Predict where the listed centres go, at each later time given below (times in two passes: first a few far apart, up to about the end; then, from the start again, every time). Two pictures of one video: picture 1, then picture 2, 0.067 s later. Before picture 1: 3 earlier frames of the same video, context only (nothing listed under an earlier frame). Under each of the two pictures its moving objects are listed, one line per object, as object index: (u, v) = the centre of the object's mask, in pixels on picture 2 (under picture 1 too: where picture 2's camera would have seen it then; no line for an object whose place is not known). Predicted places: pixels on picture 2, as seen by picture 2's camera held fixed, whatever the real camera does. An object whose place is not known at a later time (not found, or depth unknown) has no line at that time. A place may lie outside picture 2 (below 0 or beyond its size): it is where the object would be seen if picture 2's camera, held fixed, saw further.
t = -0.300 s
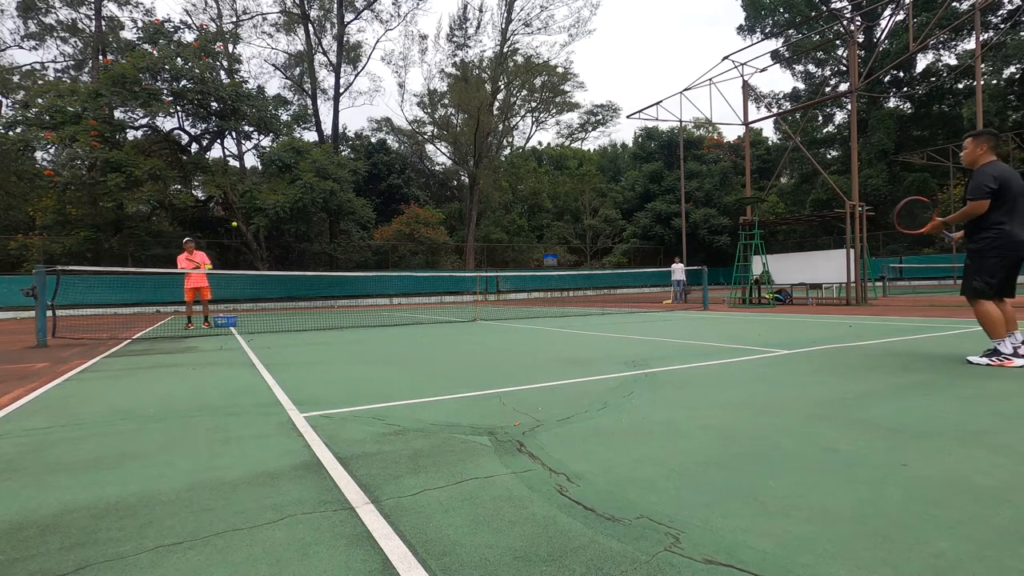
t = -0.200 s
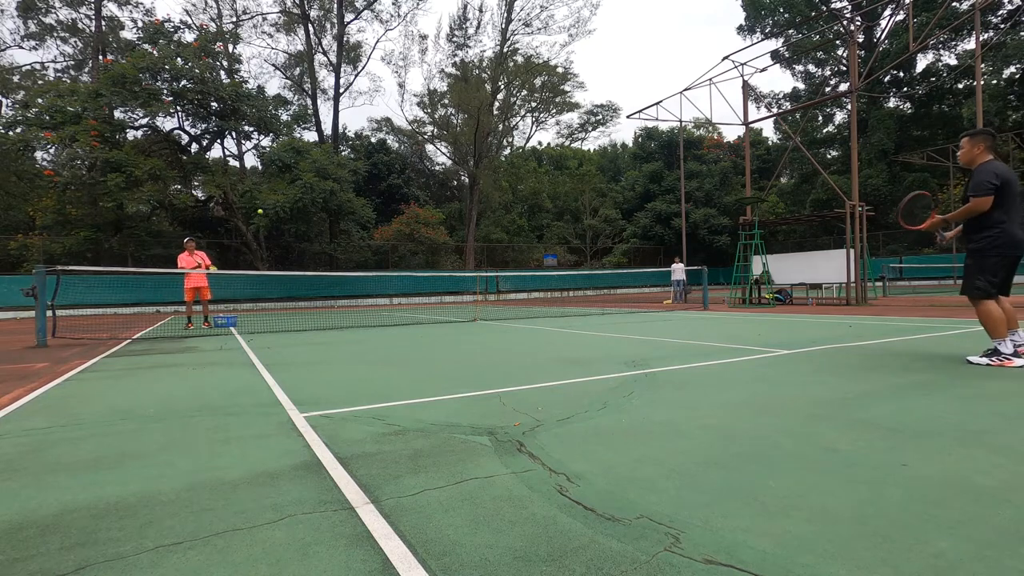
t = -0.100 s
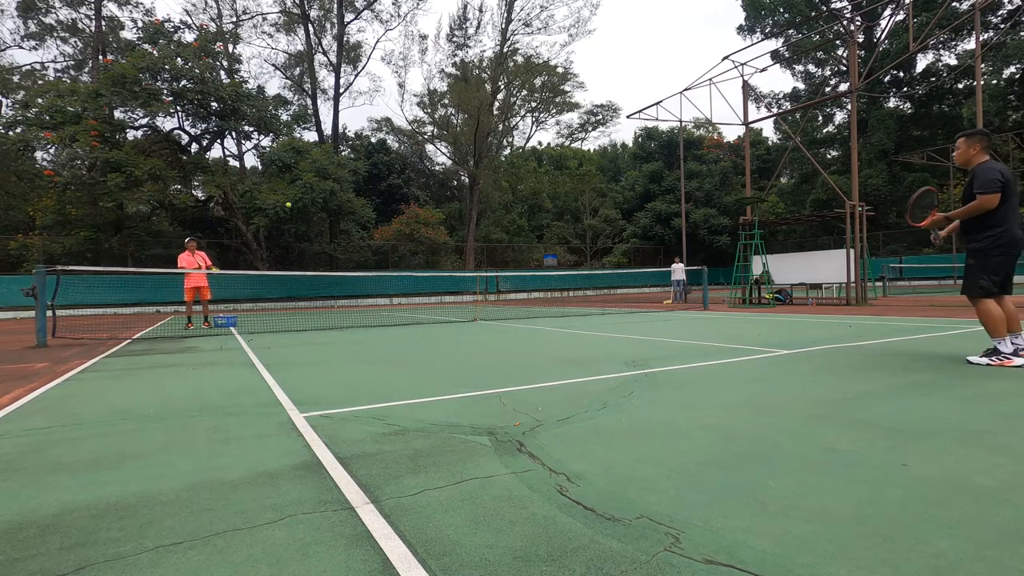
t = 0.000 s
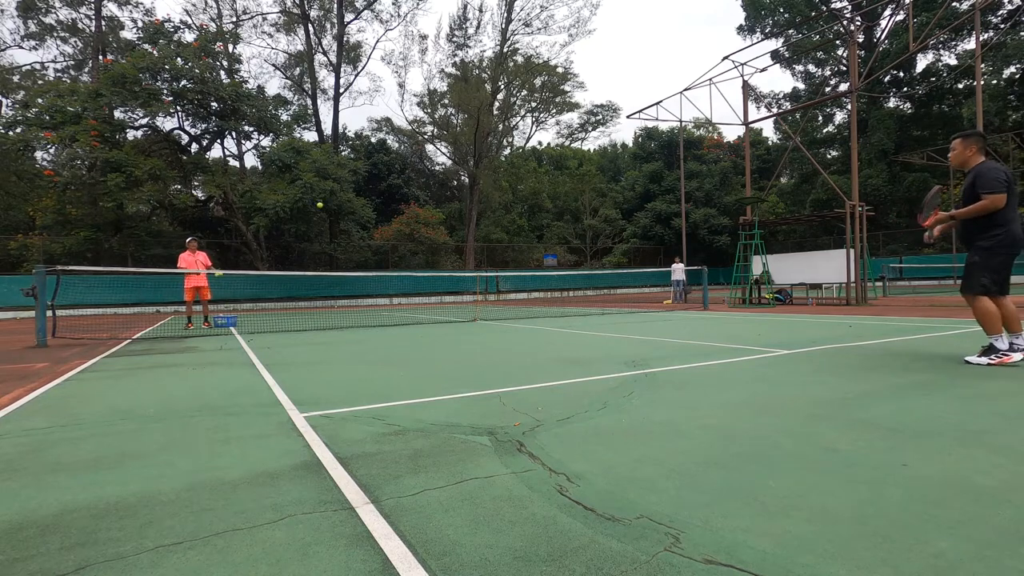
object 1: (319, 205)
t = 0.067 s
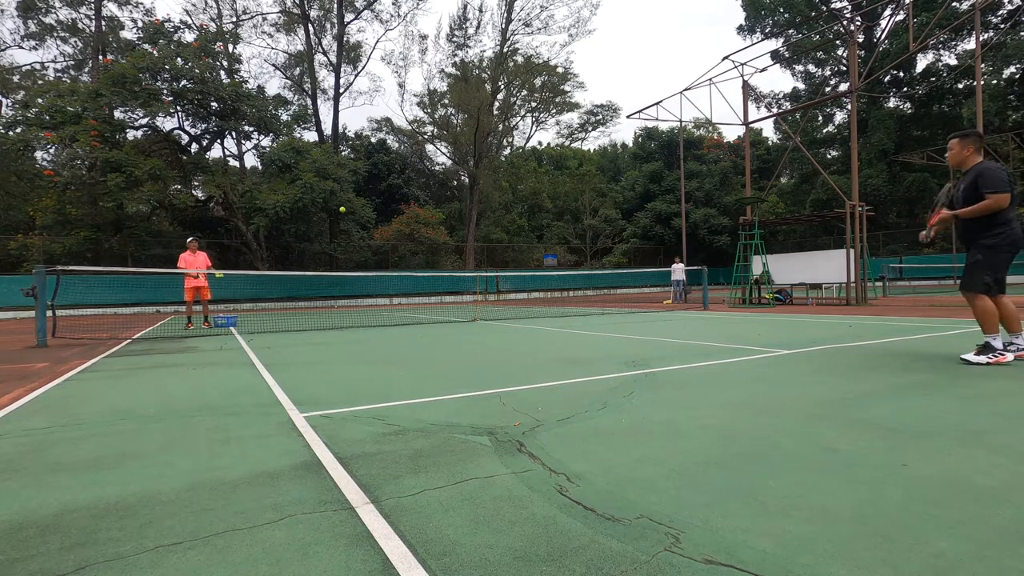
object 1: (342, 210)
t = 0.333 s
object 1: (449, 270)
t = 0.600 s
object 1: (564, 298)
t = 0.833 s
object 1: (654, 227)
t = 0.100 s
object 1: (354, 213)
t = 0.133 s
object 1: (366, 218)
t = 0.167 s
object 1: (379, 224)
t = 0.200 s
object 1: (391, 231)
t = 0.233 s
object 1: (405, 238)
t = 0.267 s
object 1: (419, 248)
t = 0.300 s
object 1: (434, 258)
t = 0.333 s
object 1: (449, 270)
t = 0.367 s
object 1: (465, 284)
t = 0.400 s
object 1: (481, 298)
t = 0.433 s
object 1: (498, 316)
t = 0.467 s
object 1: (516, 334)
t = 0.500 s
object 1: (532, 343)
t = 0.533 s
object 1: (542, 327)
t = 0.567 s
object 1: (553, 313)
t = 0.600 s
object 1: (564, 298)
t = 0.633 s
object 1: (576, 286)
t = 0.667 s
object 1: (588, 274)
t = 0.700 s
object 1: (601, 263)
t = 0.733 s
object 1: (614, 252)
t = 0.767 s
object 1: (627, 243)
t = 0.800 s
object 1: (640, 235)
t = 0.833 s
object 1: (654, 227)
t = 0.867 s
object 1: (669, 221)
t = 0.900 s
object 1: (684, 216)
